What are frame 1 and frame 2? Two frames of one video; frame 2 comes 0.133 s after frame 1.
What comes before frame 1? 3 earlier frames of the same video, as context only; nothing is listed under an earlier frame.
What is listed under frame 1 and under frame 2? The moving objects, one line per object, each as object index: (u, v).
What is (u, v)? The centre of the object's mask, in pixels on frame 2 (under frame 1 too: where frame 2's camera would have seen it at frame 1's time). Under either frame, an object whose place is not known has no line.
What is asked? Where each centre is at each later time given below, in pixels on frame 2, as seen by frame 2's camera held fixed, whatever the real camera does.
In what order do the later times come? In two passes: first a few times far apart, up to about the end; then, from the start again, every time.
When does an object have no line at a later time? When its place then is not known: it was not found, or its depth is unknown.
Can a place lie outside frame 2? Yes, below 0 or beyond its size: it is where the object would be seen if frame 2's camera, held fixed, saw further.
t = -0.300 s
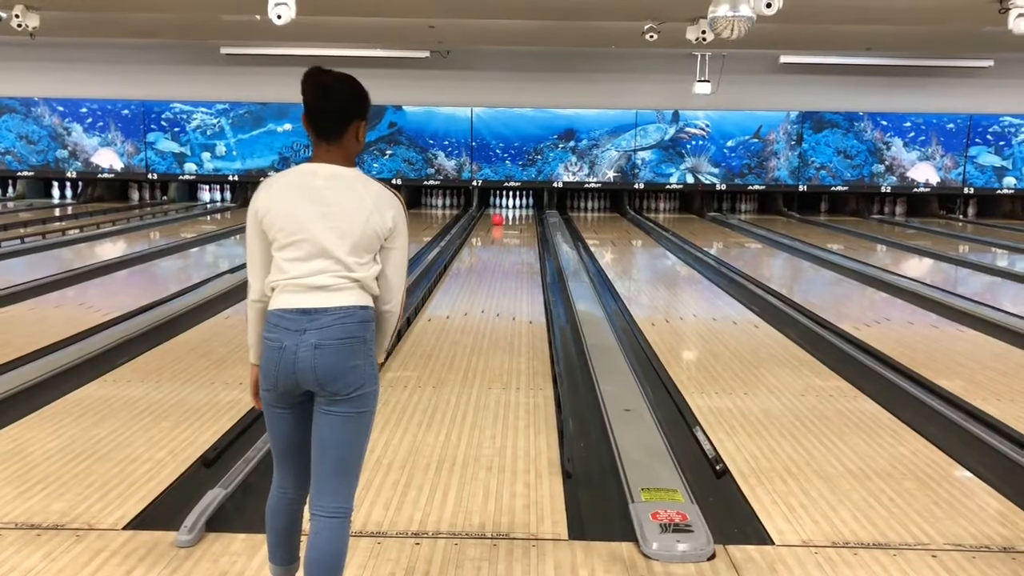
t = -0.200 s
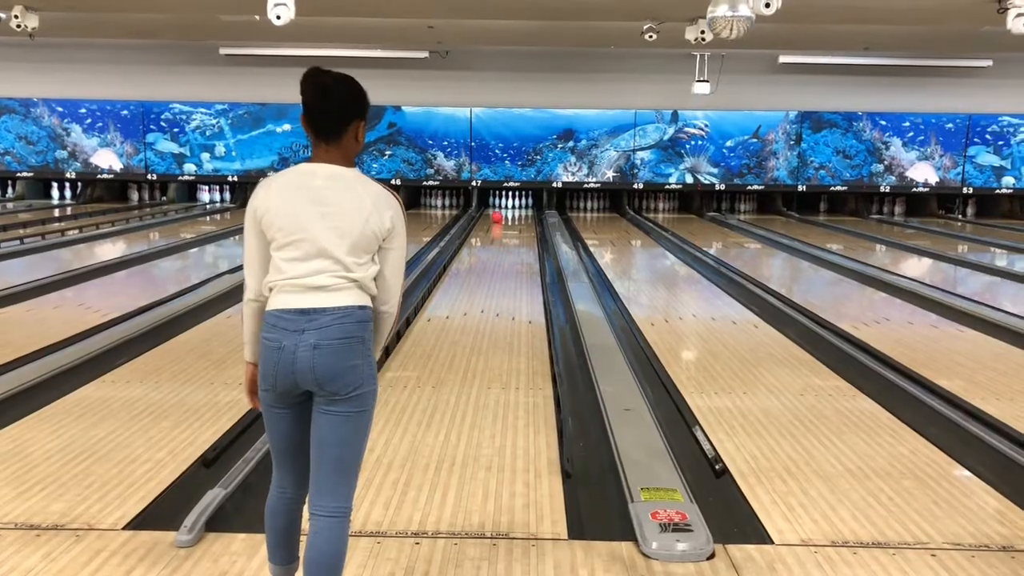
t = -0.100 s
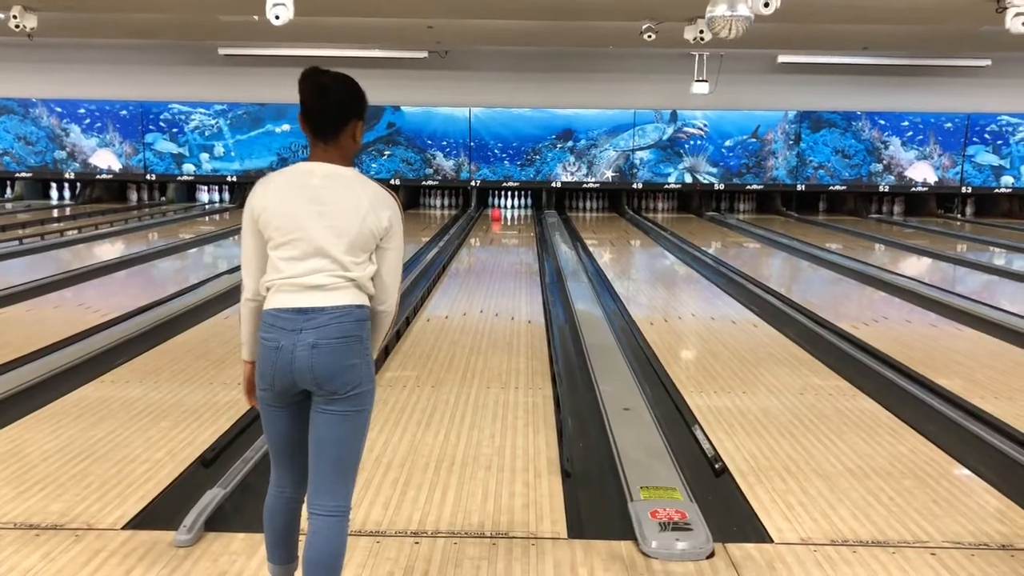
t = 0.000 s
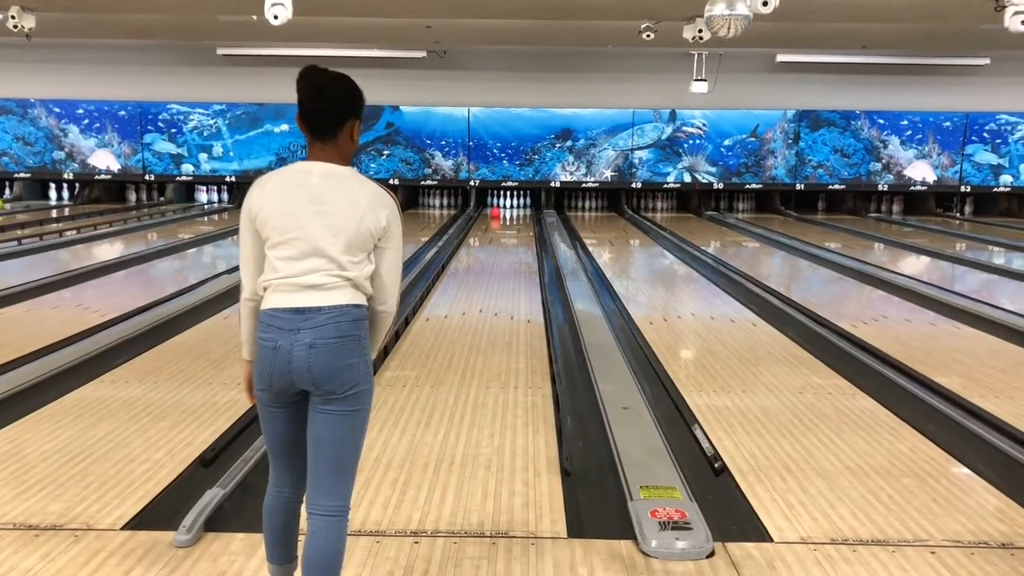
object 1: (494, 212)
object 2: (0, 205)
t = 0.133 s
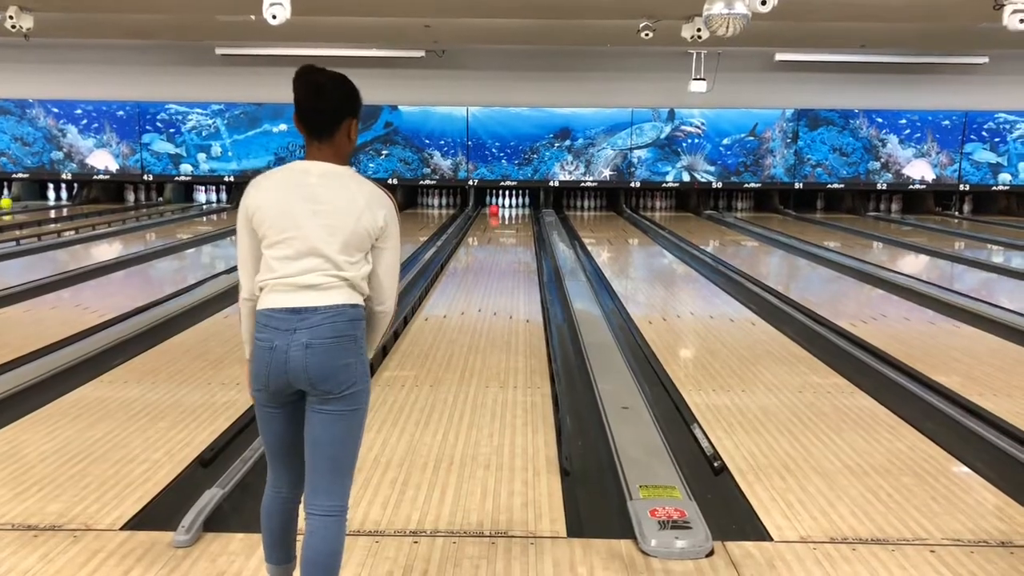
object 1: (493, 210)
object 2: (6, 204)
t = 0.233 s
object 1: (493, 209)
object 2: (14, 202)
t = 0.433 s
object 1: (493, 206)
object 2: (32, 202)
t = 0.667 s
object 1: (492, 203)
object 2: (49, 199)
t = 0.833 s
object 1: (490, 203)
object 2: (60, 197)
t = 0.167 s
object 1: (494, 210)
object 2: (8, 204)
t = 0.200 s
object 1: (494, 210)
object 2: (12, 203)
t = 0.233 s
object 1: (493, 209)
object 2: (14, 202)
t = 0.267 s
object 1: (493, 208)
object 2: (17, 201)
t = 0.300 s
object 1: (493, 207)
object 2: (20, 201)
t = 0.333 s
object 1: (493, 207)
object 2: (23, 201)
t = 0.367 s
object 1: (493, 207)
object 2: (26, 201)
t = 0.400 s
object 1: (493, 206)
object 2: (29, 202)
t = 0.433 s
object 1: (493, 206)
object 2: (32, 202)
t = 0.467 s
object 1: (493, 206)
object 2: (34, 201)
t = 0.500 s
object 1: (493, 205)
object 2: (36, 201)
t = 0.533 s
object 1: (493, 204)
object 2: (39, 200)
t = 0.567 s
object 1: (493, 204)
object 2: (42, 200)
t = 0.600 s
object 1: (493, 204)
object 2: (44, 200)
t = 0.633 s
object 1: (492, 203)
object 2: (46, 199)
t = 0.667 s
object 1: (492, 203)
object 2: (49, 199)
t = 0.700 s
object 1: (492, 203)
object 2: (52, 199)
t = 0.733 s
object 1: (492, 203)
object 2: (54, 199)
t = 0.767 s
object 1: (492, 203)
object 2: (55, 198)
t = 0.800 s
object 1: (491, 203)
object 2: (58, 198)
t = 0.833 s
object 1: (490, 203)
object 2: (60, 197)
